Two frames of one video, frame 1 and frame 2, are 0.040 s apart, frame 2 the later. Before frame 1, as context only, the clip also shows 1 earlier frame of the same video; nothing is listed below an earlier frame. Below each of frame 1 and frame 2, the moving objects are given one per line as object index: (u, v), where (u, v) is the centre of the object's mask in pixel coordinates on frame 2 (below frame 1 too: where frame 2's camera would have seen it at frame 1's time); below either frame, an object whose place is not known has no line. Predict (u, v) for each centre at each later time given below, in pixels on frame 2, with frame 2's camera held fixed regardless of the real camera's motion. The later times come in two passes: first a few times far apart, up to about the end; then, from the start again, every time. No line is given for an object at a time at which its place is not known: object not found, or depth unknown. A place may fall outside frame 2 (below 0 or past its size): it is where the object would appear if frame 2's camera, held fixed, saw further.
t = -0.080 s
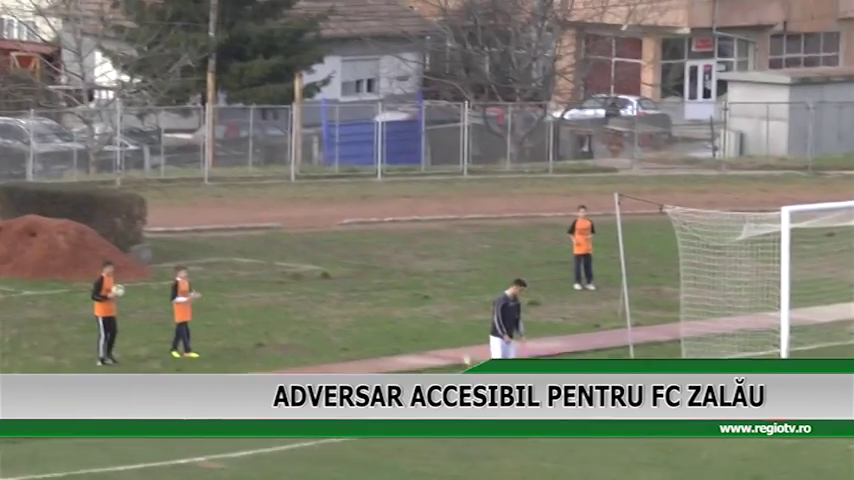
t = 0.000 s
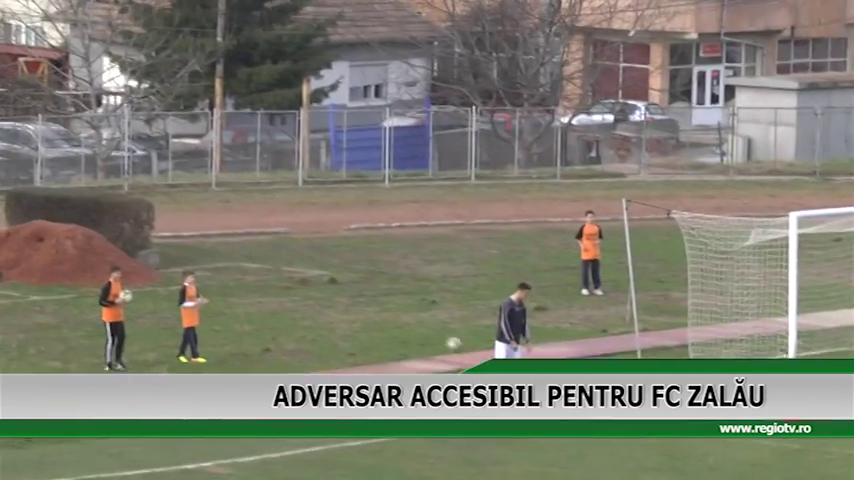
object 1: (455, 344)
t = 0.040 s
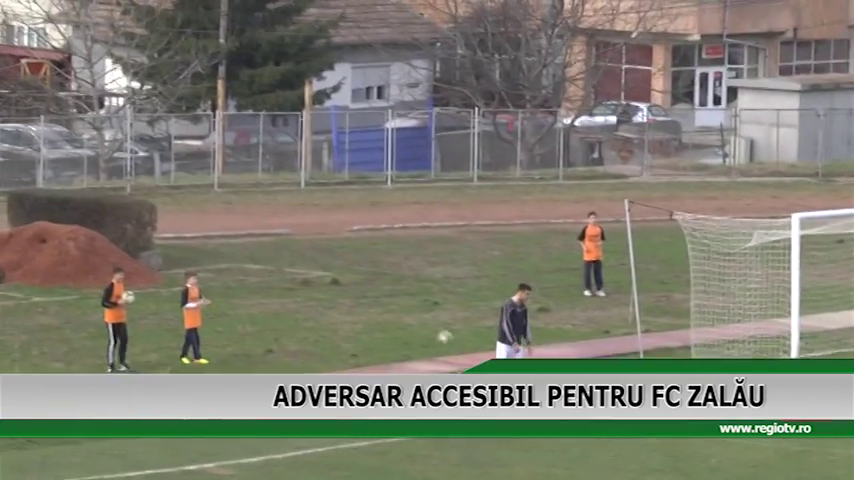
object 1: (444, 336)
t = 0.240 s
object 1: (388, 309)
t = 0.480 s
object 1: (320, 314)
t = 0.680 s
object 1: (266, 348)
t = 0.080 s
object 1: (433, 328)
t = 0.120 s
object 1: (421, 321)
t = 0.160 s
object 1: (410, 317)
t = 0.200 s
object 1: (400, 312)
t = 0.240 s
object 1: (388, 309)
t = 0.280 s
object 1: (376, 308)
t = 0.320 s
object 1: (366, 307)
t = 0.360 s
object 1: (354, 307)
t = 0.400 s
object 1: (343, 309)
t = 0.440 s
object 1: (332, 311)
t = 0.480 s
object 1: (320, 314)
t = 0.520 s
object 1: (309, 319)
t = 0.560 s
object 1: (299, 325)
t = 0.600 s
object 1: (287, 331)
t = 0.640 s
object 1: (276, 340)
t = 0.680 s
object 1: (266, 348)
